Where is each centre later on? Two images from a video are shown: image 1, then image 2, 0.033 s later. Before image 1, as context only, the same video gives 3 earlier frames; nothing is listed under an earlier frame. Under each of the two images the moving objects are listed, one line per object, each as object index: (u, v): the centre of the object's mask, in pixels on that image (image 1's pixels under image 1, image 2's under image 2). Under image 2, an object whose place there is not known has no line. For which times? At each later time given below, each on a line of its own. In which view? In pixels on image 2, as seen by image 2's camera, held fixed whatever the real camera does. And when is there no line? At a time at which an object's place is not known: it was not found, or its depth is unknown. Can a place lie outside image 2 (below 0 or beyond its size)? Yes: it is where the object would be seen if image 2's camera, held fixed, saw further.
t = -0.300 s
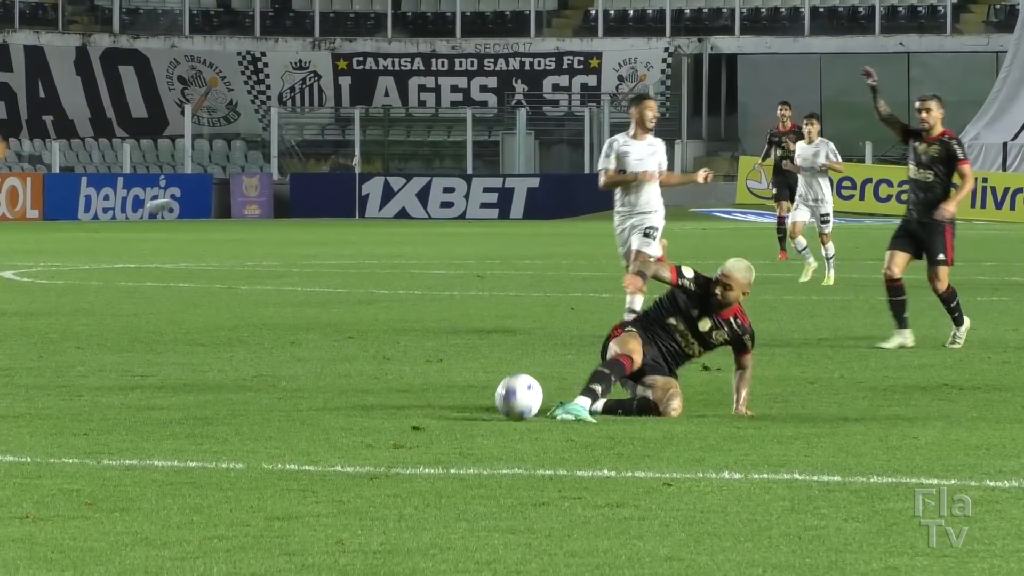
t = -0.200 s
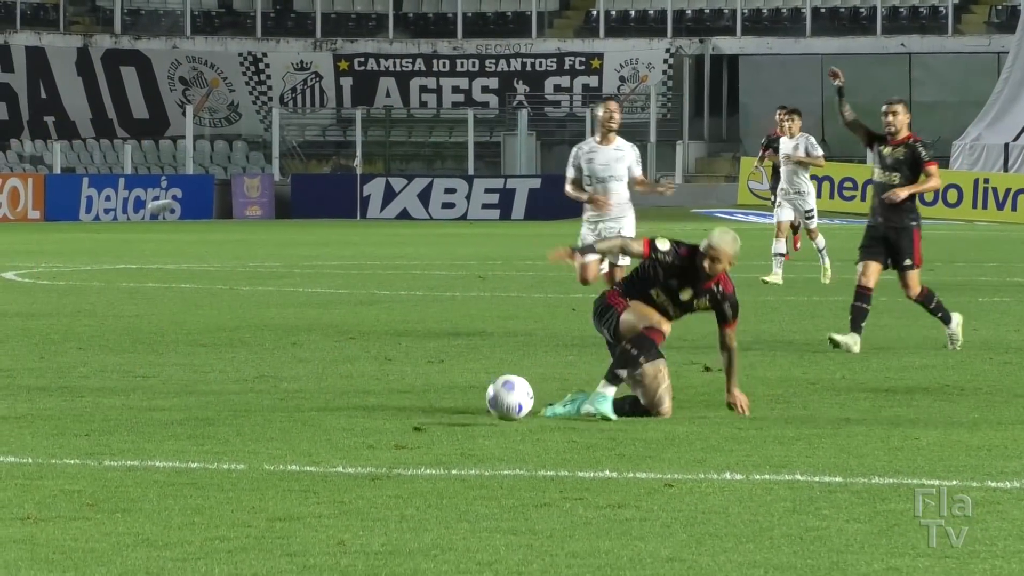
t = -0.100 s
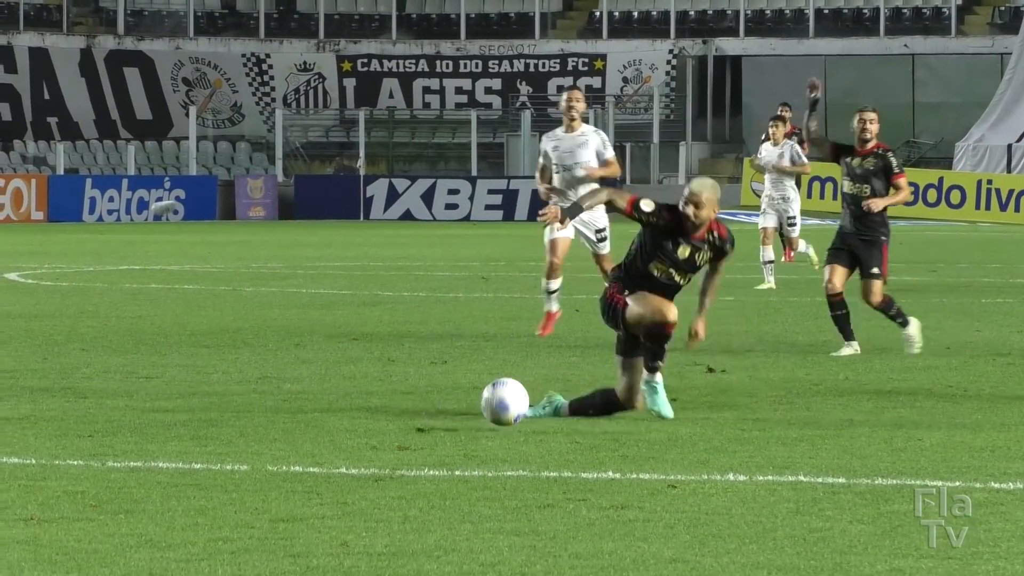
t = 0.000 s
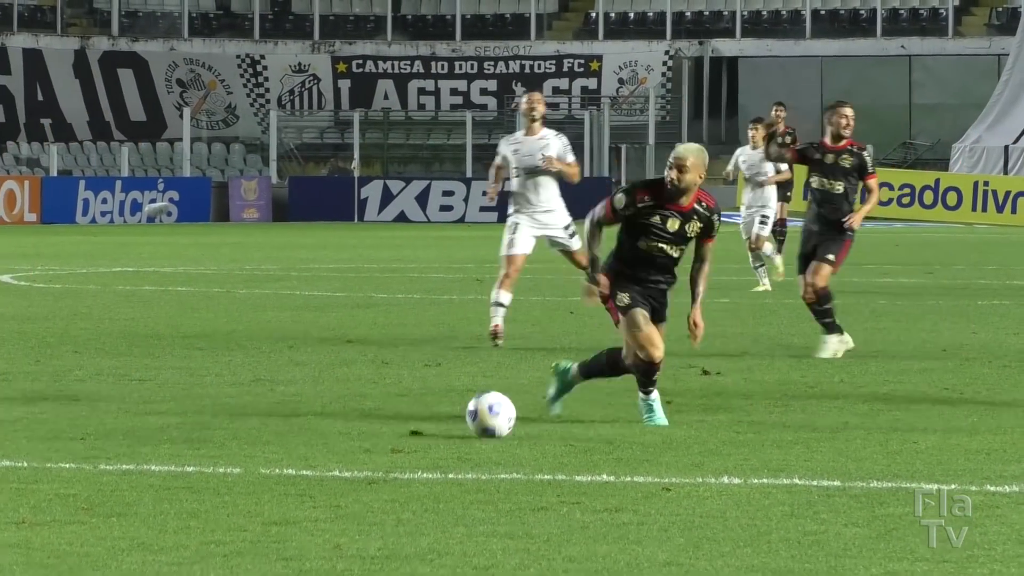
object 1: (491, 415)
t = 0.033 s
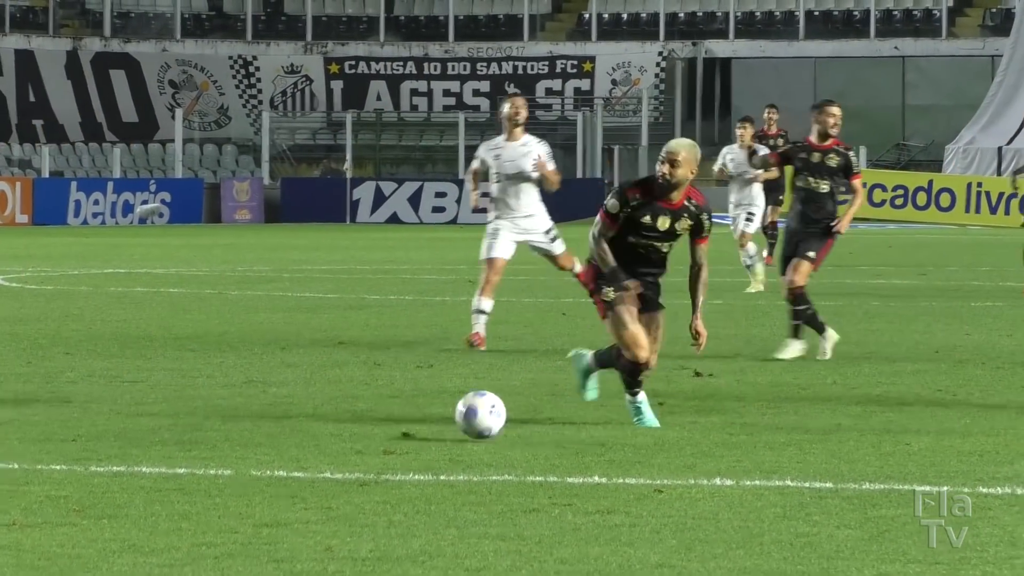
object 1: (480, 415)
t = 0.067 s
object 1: (478, 415)
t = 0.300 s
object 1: (460, 431)
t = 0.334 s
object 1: (457, 431)
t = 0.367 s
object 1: (454, 430)
